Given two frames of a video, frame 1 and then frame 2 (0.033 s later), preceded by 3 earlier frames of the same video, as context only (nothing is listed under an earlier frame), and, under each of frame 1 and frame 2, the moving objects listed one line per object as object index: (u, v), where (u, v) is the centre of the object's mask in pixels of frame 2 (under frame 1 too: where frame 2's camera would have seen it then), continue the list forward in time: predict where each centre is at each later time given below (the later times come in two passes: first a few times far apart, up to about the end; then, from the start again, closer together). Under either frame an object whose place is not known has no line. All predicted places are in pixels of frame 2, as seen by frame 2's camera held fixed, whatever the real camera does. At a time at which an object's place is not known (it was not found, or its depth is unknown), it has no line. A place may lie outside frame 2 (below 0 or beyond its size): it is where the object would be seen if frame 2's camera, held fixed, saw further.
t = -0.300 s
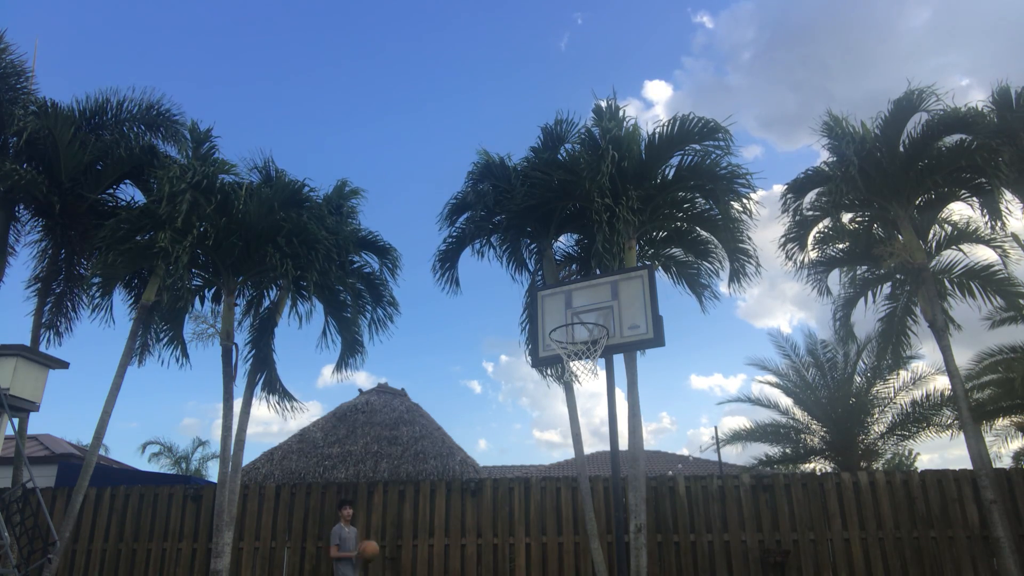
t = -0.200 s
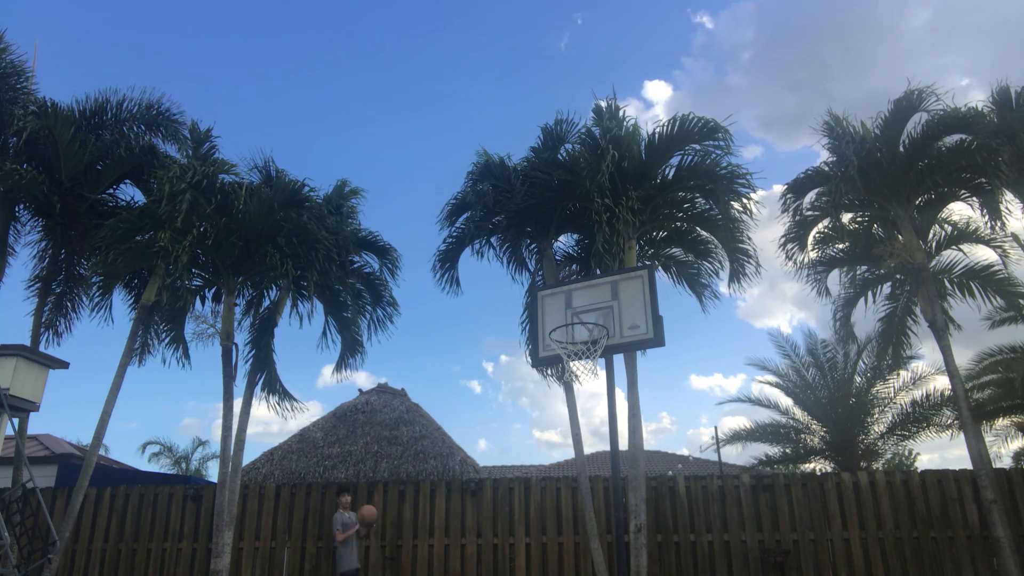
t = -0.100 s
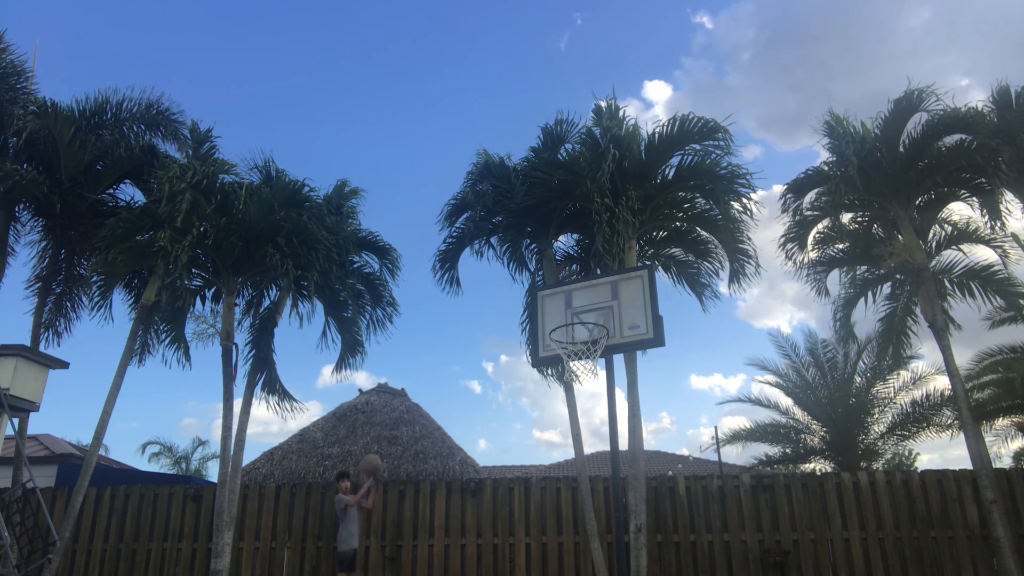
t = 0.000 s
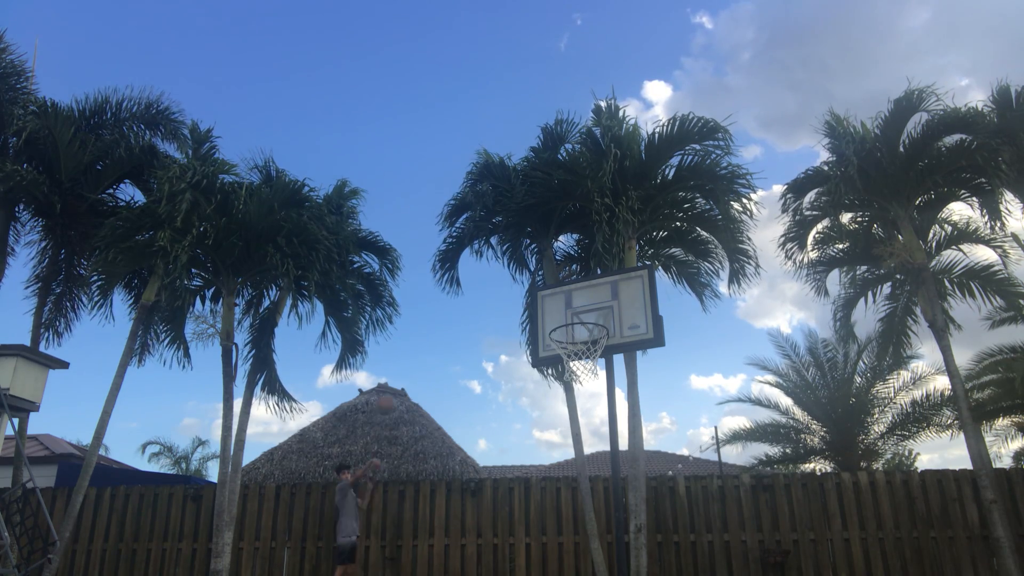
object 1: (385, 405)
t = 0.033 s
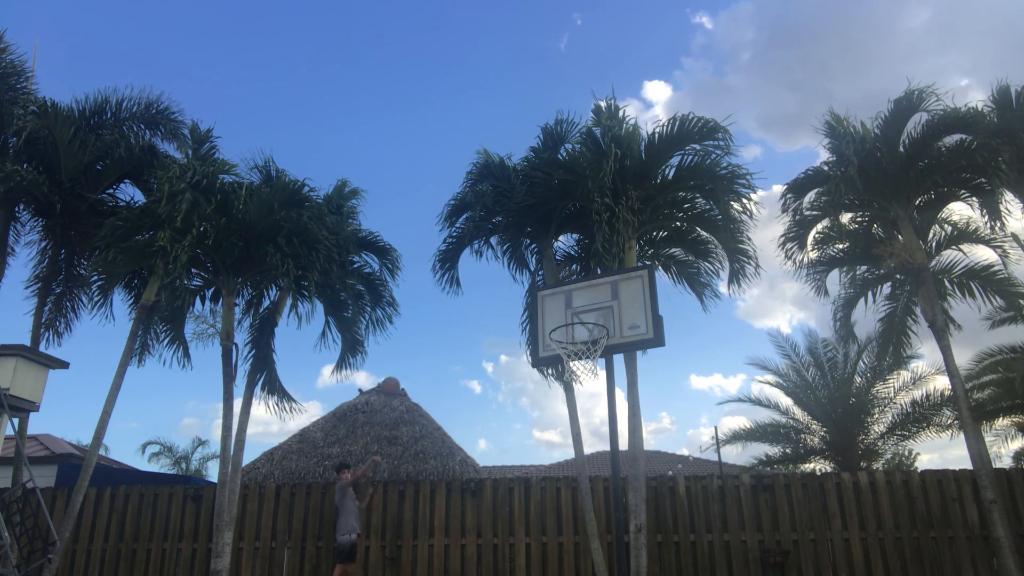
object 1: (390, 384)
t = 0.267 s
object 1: (423, 284)
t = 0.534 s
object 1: (459, 213)
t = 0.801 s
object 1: (502, 193)
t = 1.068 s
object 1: (554, 236)
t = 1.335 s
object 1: (631, 377)
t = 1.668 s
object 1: (741, 556)
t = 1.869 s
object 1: (733, 366)
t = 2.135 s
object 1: (735, 240)
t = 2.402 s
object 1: (748, 222)
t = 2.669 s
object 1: (781, 311)
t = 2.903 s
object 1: (827, 507)
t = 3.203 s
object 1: (853, 491)
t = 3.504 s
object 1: (862, 328)
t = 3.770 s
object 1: (900, 342)
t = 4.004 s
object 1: (966, 496)
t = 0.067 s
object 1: (395, 369)
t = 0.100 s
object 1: (400, 353)
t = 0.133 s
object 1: (404, 338)
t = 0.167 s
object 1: (409, 323)
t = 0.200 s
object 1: (414, 309)
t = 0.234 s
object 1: (419, 296)
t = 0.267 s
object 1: (423, 284)
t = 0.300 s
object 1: (427, 272)
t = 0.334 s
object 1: (432, 262)
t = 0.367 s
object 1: (436, 252)
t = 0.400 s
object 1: (441, 242)
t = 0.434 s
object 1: (446, 235)
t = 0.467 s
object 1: (451, 226)
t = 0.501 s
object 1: (455, 219)
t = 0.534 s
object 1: (459, 213)
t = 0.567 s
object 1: (465, 207)
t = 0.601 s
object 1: (470, 202)
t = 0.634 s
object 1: (475, 198)
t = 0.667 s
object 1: (480, 195)
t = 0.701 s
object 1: (485, 194)
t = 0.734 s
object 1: (490, 193)
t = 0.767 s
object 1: (496, 193)
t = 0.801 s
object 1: (502, 193)
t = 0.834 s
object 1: (508, 195)
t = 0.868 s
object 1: (514, 197)
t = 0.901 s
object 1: (520, 200)
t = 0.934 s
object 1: (526, 205)
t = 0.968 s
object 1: (533, 211)
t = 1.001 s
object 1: (540, 218)
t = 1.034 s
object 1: (547, 226)
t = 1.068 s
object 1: (554, 236)
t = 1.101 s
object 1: (562, 248)
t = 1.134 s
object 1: (571, 260)
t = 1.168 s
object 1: (579, 275)
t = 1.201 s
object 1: (589, 291)
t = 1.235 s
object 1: (598, 309)
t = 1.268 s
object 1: (609, 329)
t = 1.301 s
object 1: (619, 351)
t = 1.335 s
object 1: (631, 377)
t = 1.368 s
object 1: (644, 404)
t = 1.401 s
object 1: (657, 435)
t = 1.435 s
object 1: (671, 470)
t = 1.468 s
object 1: (686, 508)
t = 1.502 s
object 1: (702, 550)
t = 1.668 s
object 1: (741, 556)
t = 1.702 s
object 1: (739, 519)
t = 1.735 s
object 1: (738, 483)
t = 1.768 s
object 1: (736, 449)
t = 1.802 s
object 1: (735, 419)
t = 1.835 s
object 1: (734, 391)
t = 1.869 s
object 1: (733, 366)
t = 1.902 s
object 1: (733, 343)
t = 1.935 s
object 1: (732, 322)
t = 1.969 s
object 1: (732, 304)
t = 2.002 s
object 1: (732, 288)
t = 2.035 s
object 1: (732, 273)
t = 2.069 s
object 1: (733, 261)
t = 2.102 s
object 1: (733, 249)
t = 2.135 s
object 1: (735, 240)
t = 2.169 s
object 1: (736, 232)
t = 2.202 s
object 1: (736, 226)
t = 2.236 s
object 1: (738, 222)
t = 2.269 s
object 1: (740, 218)
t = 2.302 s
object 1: (742, 217)
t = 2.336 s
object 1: (744, 217)
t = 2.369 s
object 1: (746, 218)
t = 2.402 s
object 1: (748, 222)
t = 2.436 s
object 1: (751, 226)
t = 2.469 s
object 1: (755, 233)
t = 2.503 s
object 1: (758, 241)
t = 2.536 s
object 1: (762, 251)
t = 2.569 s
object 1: (766, 263)
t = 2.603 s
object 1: (771, 277)
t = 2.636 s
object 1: (776, 293)
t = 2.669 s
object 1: (781, 311)
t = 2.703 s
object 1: (786, 331)
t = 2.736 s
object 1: (792, 354)
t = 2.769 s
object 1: (799, 379)
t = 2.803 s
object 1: (805, 406)
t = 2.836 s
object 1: (812, 437)
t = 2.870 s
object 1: (820, 471)
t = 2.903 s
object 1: (827, 507)
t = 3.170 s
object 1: (854, 523)
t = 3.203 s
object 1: (853, 491)
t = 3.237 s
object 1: (852, 463)
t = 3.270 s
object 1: (852, 437)
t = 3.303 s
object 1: (852, 414)
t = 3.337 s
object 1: (853, 393)
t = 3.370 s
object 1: (854, 375)
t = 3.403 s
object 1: (855, 360)
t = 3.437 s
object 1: (857, 346)
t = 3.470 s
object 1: (860, 336)
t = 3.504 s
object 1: (862, 328)
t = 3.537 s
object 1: (864, 321)
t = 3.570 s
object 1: (869, 318)
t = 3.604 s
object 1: (873, 316)
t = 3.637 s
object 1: (877, 317)
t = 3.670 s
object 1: (882, 319)
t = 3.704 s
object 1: (888, 325)
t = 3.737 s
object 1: (894, 332)
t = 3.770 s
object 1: (900, 342)
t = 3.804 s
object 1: (907, 355)
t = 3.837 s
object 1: (915, 370)
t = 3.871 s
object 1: (923, 389)
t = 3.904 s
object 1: (933, 411)
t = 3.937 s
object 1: (943, 436)
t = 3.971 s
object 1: (955, 464)
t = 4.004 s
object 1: (966, 496)
